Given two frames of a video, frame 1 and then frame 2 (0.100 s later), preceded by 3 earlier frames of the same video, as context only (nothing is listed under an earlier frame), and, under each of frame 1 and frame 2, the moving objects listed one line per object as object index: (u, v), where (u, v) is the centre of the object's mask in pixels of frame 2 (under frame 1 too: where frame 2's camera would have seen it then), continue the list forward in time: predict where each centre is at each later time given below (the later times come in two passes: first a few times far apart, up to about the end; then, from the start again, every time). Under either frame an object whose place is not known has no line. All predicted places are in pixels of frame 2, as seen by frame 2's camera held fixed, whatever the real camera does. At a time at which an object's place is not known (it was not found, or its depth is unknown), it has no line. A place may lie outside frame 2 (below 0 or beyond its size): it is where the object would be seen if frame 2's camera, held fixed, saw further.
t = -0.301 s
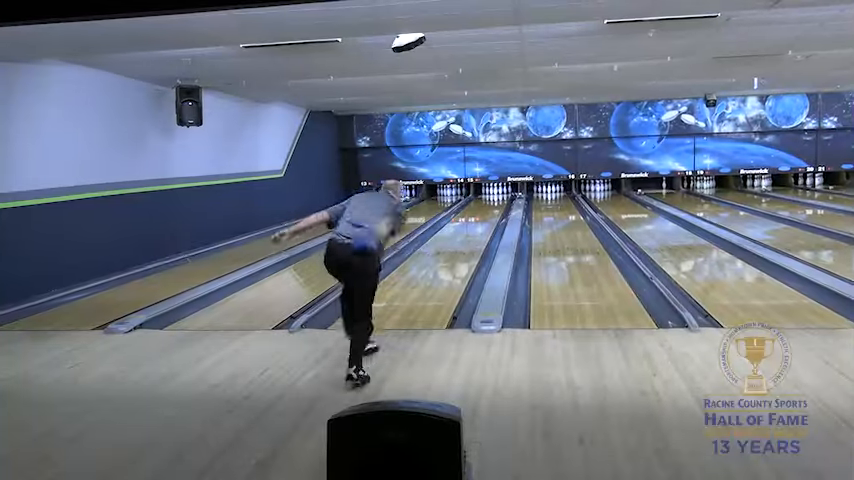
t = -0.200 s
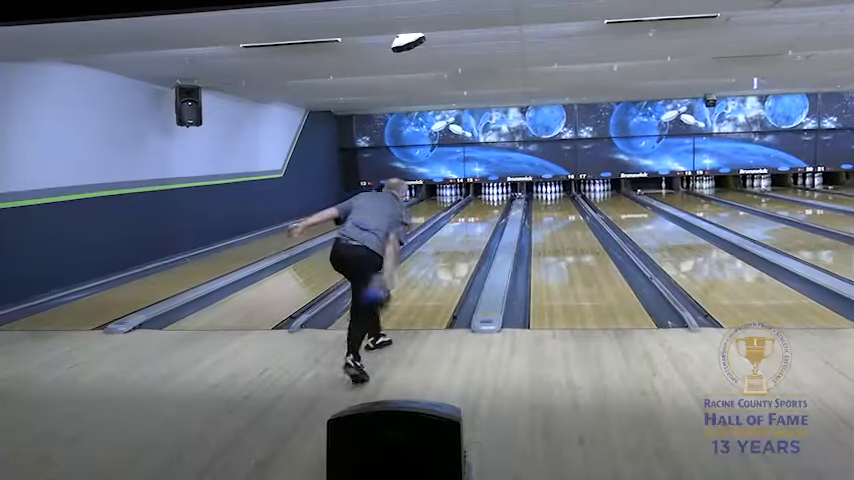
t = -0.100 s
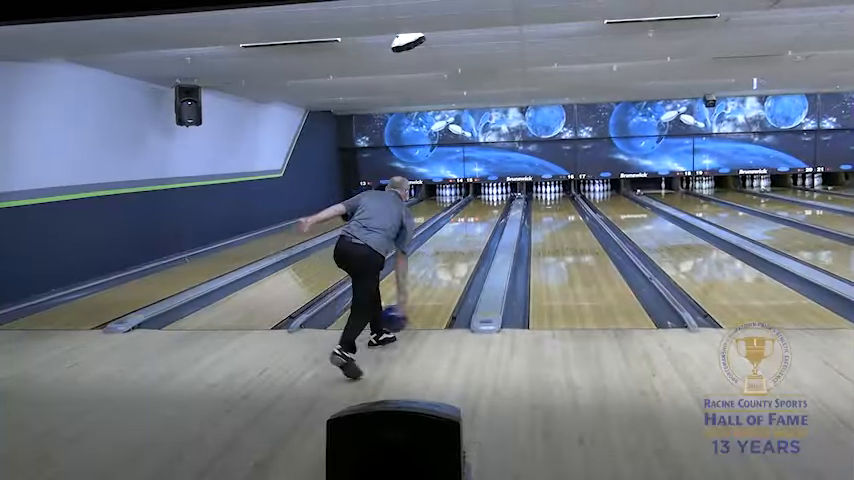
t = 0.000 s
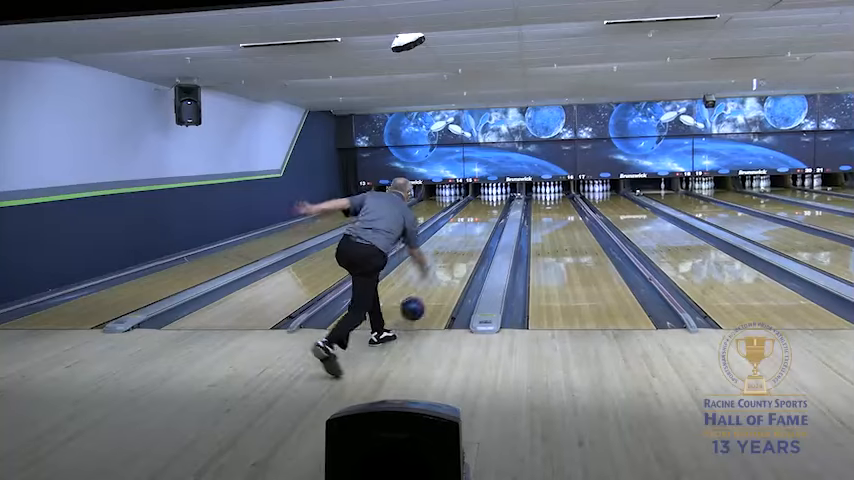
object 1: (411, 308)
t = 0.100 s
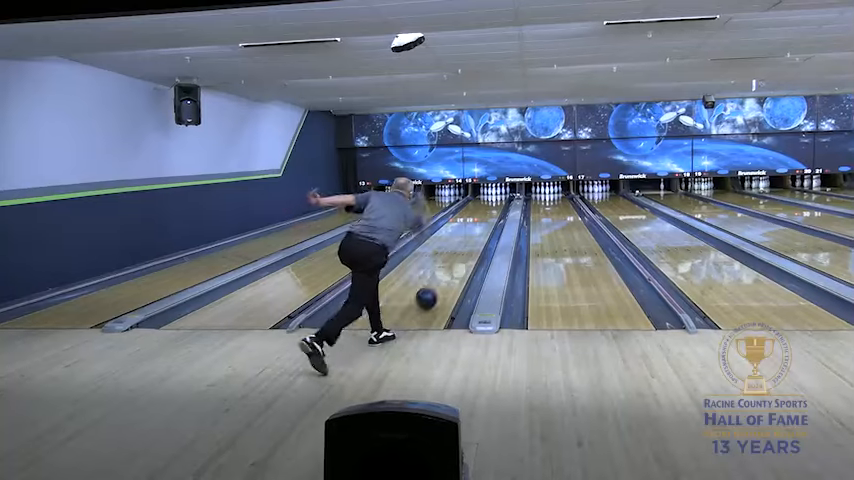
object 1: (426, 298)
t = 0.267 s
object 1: (444, 276)
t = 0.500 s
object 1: (461, 254)
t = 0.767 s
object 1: (474, 237)
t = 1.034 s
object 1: (483, 225)
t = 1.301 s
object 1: (490, 215)
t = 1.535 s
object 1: (493, 210)
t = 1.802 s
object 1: (496, 204)
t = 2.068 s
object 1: (498, 199)
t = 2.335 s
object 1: (498, 195)
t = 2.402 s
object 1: (498, 194)
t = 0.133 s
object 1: (430, 293)
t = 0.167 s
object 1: (434, 289)
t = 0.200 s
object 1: (437, 284)
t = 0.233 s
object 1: (441, 280)
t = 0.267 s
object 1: (444, 276)
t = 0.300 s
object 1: (447, 273)
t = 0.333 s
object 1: (450, 269)
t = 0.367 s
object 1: (452, 266)
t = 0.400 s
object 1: (455, 263)
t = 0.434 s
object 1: (457, 260)
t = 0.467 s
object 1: (459, 257)
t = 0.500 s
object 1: (461, 254)
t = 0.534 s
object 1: (463, 251)
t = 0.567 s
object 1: (465, 249)
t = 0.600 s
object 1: (467, 247)
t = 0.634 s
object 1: (469, 245)
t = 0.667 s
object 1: (470, 242)
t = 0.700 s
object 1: (472, 240)
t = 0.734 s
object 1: (473, 239)
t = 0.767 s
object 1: (474, 237)
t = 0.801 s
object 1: (476, 235)
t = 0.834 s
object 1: (477, 234)
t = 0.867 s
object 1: (478, 232)
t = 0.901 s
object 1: (480, 230)
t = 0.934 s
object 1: (481, 229)
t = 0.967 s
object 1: (482, 227)
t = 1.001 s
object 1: (482, 226)
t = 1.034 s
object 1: (483, 225)
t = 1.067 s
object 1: (484, 224)
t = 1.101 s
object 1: (485, 222)
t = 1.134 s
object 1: (486, 221)
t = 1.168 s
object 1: (486, 220)
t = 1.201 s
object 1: (488, 219)
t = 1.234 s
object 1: (488, 217)
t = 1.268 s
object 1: (489, 217)
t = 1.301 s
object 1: (490, 215)
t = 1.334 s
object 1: (490, 214)
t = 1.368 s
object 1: (491, 214)
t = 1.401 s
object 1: (492, 213)
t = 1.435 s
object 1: (492, 212)
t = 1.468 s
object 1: (493, 212)
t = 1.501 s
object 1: (493, 210)
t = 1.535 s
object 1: (493, 210)
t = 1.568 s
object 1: (494, 208)
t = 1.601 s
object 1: (494, 208)
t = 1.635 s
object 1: (495, 207)
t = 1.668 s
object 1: (495, 206)
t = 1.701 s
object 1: (495, 205)
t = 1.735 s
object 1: (495, 205)
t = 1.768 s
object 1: (496, 204)
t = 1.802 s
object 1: (496, 204)
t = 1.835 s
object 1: (496, 203)
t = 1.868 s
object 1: (497, 203)
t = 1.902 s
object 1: (497, 202)
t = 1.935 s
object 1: (498, 201)
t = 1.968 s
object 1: (498, 201)
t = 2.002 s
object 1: (498, 200)
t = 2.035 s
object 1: (498, 200)
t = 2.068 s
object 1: (498, 199)
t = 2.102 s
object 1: (498, 198)
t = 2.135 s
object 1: (498, 198)
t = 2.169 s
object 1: (498, 198)
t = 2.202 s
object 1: (498, 197)
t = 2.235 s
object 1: (498, 197)
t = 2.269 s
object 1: (498, 196)
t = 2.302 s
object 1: (498, 196)
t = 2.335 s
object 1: (498, 195)
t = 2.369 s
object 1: (498, 195)
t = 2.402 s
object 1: (498, 194)
